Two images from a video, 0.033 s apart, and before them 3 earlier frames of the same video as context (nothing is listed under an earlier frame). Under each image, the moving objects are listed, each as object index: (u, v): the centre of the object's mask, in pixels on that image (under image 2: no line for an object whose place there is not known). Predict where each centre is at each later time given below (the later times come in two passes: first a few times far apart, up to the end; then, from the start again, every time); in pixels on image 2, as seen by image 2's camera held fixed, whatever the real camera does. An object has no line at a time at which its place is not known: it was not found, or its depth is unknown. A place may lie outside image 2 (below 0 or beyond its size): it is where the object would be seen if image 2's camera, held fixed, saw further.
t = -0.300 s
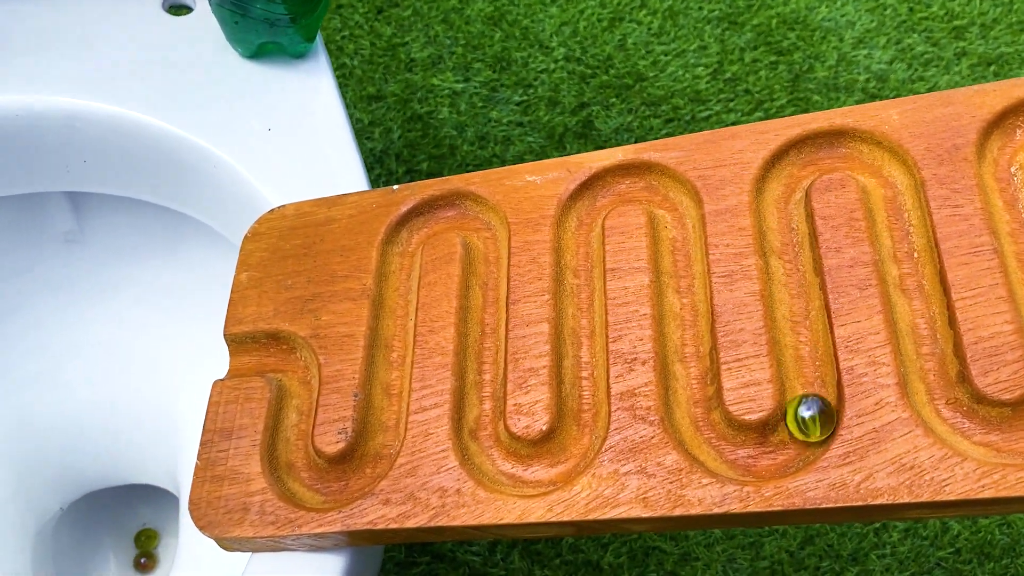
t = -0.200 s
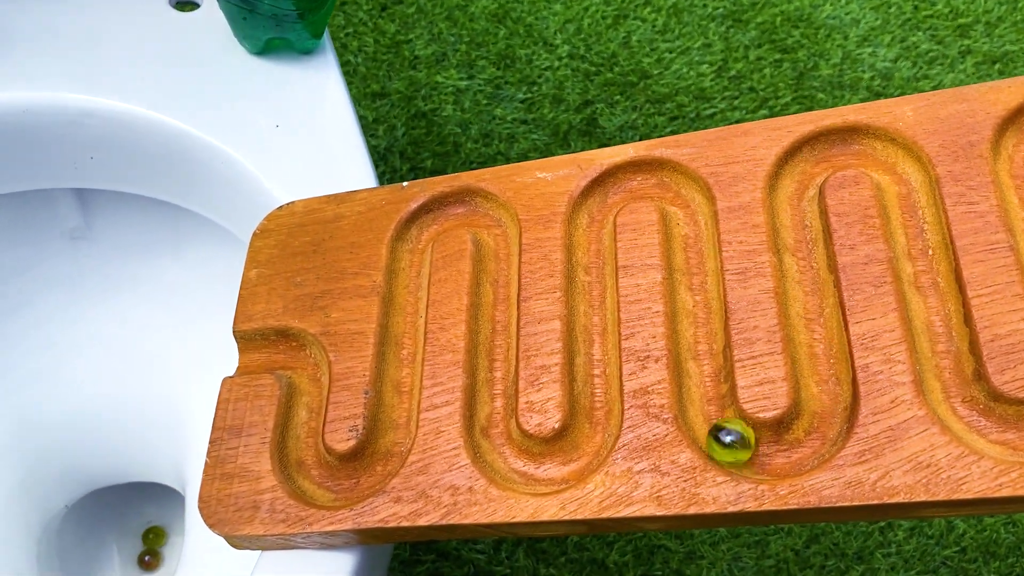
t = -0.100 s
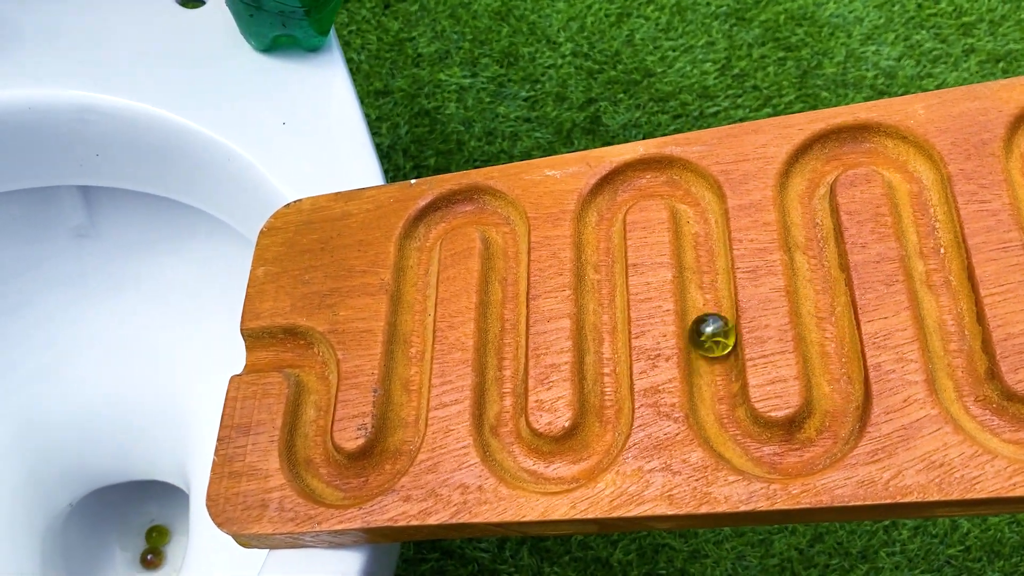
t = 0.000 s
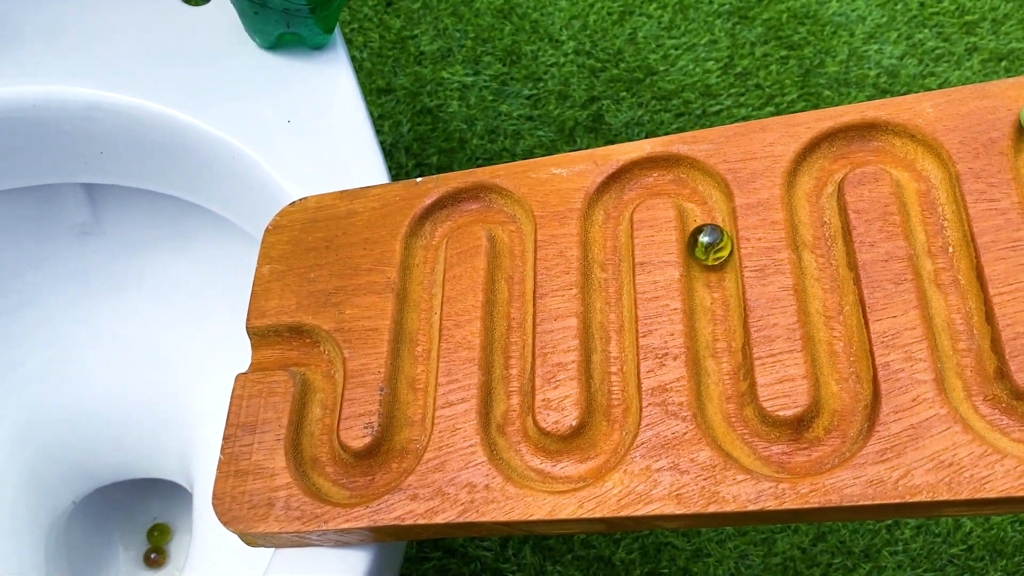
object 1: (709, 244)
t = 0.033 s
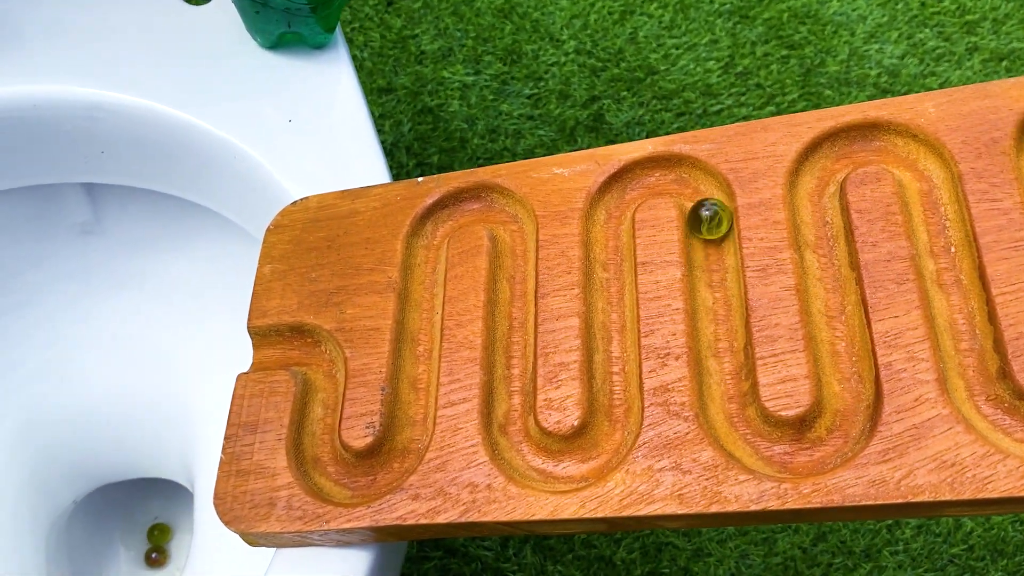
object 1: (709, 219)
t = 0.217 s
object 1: (603, 223)
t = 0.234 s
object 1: (606, 243)
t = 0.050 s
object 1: (708, 206)
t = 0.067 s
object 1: (703, 196)
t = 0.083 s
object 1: (698, 185)
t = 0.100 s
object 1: (688, 179)
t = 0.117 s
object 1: (675, 176)
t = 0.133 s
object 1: (660, 171)
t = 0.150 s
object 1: (644, 174)
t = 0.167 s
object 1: (628, 181)
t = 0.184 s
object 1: (614, 193)
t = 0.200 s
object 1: (606, 207)
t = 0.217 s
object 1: (603, 223)
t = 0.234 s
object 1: (606, 243)
